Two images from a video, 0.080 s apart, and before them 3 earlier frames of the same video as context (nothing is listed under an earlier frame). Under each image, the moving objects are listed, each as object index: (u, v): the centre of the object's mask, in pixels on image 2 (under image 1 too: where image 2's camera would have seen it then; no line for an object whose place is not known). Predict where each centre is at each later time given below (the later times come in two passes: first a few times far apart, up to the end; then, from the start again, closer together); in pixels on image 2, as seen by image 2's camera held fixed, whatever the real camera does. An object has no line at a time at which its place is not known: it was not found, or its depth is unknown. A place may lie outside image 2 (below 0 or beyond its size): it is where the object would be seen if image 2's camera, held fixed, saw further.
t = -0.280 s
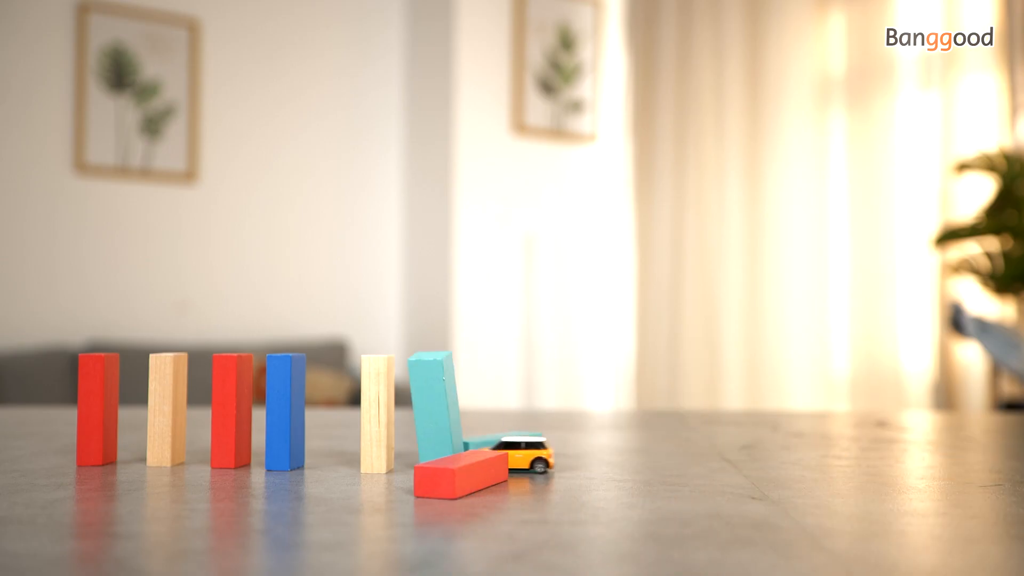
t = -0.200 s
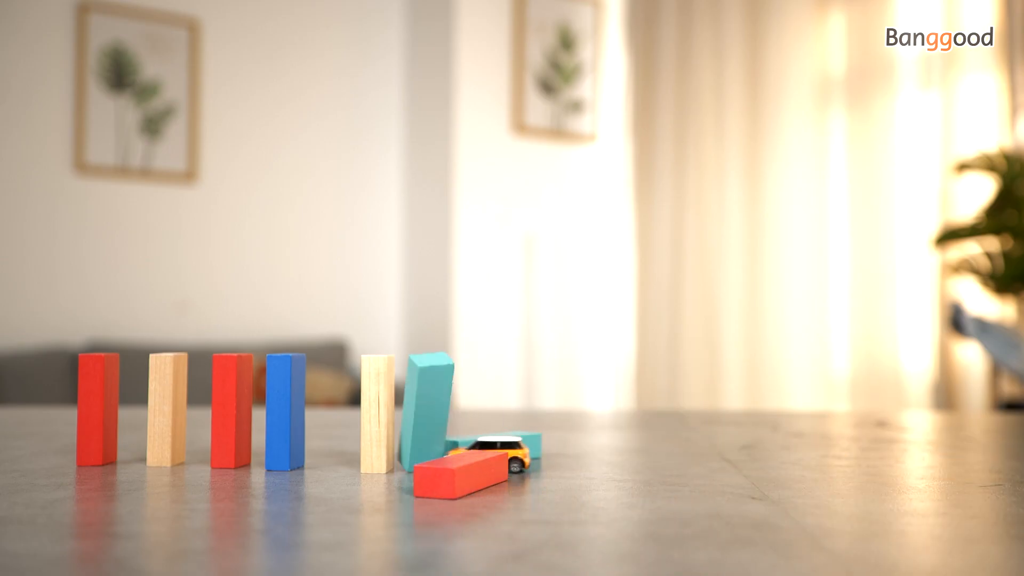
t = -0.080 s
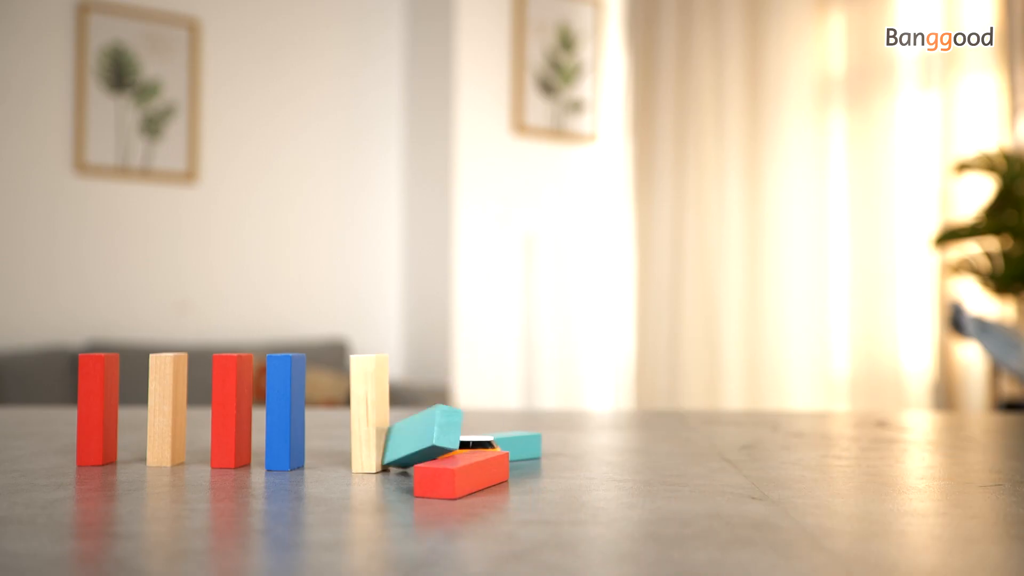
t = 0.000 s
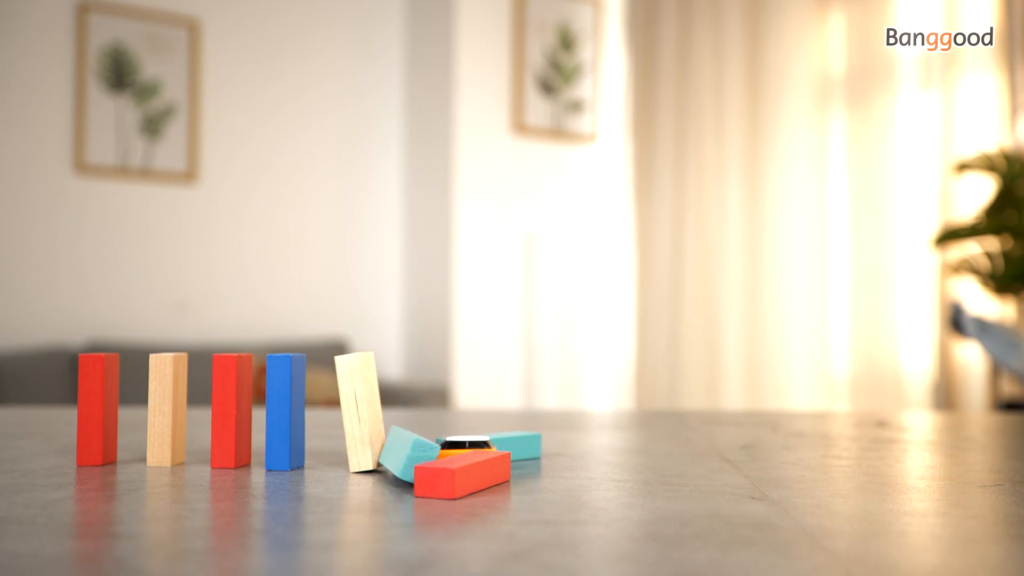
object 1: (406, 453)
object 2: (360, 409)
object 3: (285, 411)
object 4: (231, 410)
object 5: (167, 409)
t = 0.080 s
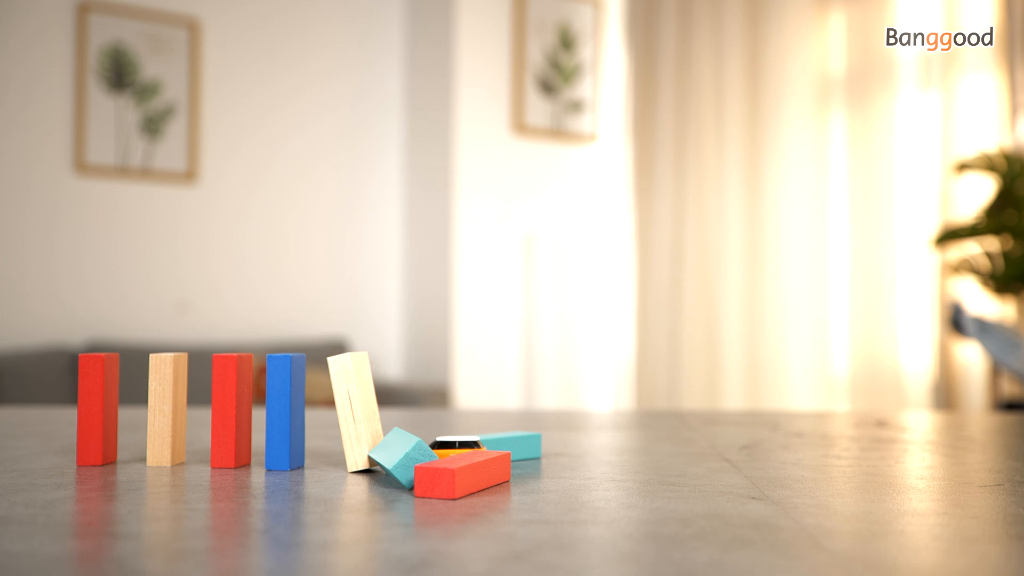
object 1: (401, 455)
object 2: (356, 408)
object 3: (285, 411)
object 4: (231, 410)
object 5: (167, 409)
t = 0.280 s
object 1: (380, 465)
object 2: (326, 407)
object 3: (277, 412)
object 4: (231, 410)
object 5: (167, 409)
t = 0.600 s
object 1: (380, 465)
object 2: (300, 433)
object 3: (224, 432)
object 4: (165, 434)
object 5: (101, 437)
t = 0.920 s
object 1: (380, 465)
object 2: (300, 434)
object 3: (224, 433)
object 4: (161, 435)
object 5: (96, 450)
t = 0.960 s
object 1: (380, 465)
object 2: (300, 434)
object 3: (224, 433)
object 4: (161, 435)
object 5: (96, 450)
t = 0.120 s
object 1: (399, 456)
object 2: (353, 406)
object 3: (285, 411)
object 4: (231, 410)
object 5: (167, 409)
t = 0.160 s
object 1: (395, 456)
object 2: (348, 403)
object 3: (285, 411)
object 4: (231, 410)
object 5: (167, 409)
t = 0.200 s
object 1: (389, 459)
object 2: (342, 400)
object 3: (285, 411)
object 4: (231, 410)
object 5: (167, 409)
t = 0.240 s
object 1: (381, 465)
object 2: (332, 404)
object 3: (284, 414)
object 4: (231, 410)
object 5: (167, 409)
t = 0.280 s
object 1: (380, 465)
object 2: (326, 407)
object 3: (277, 412)
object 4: (231, 410)
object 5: (167, 409)
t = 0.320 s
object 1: (380, 465)
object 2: (317, 412)
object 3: (268, 410)
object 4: (229, 415)
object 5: (167, 409)
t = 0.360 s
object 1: (380, 465)
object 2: (311, 418)
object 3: (257, 411)
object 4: (220, 413)
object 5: (167, 409)
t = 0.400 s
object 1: (380, 465)
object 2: (305, 424)
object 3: (244, 415)
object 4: (204, 411)
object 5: (163, 413)
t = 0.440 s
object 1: (380, 465)
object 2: (302, 429)
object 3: (234, 420)
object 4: (188, 414)
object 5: (148, 409)
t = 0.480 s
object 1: (380, 465)
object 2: (301, 432)
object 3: (228, 425)
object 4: (178, 421)
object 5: (132, 410)
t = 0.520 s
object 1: (380, 465)
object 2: (300, 433)
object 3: (224, 429)
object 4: (171, 429)
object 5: (115, 420)
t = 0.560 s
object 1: (380, 465)
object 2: (300, 433)
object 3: (224, 431)
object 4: (167, 433)
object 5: (105, 433)
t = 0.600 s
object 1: (380, 465)
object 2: (300, 433)
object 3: (224, 432)
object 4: (165, 434)
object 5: (101, 437)
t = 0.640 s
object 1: (380, 465)
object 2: (300, 434)
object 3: (224, 433)
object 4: (163, 434)
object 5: (98, 439)
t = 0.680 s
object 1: (380, 465)
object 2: (300, 434)
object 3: (224, 433)
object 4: (162, 434)
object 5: (97, 450)
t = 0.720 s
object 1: (380, 465)
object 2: (300, 434)
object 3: (224, 433)
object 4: (161, 435)
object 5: (96, 450)
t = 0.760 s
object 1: (380, 465)
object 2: (300, 434)
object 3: (224, 433)
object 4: (161, 435)
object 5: (96, 450)
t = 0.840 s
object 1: (380, 465)
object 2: (300, 434)
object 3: (224, 433)
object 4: (161, 435)
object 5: (96, 450)
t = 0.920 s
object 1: (380, 465)
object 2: (300, 434)
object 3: (224, 433)
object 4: (161, 435)
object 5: (96, 450)
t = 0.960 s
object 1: (380, 465)
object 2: (300, 434)
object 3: (224, 433)
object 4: (161, 435)
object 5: (96, 450)
